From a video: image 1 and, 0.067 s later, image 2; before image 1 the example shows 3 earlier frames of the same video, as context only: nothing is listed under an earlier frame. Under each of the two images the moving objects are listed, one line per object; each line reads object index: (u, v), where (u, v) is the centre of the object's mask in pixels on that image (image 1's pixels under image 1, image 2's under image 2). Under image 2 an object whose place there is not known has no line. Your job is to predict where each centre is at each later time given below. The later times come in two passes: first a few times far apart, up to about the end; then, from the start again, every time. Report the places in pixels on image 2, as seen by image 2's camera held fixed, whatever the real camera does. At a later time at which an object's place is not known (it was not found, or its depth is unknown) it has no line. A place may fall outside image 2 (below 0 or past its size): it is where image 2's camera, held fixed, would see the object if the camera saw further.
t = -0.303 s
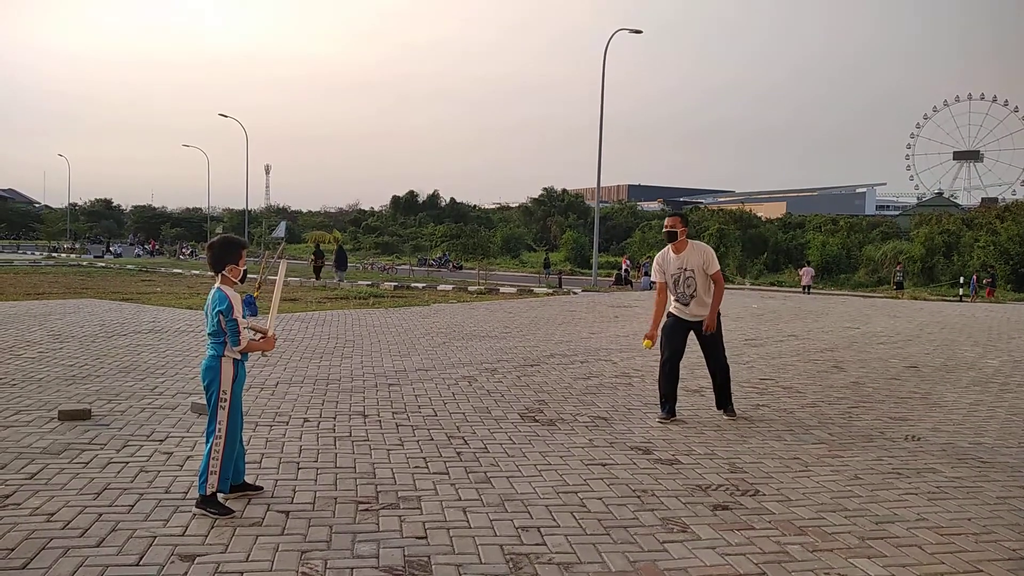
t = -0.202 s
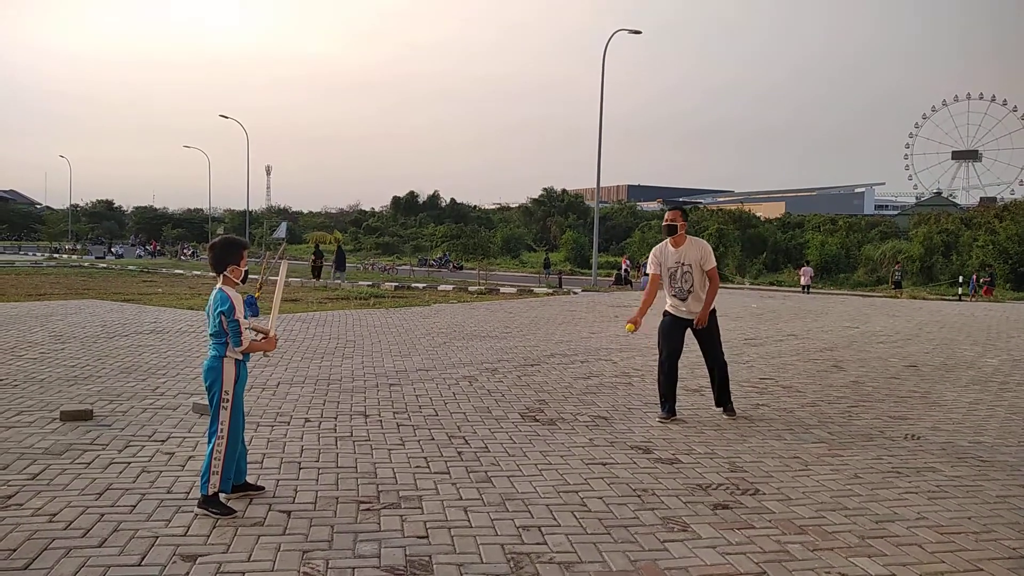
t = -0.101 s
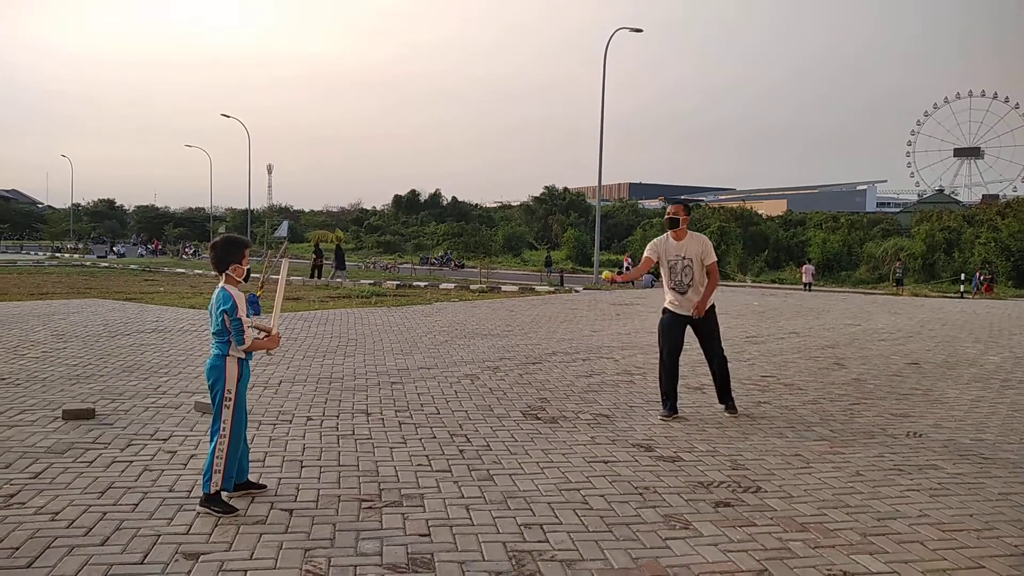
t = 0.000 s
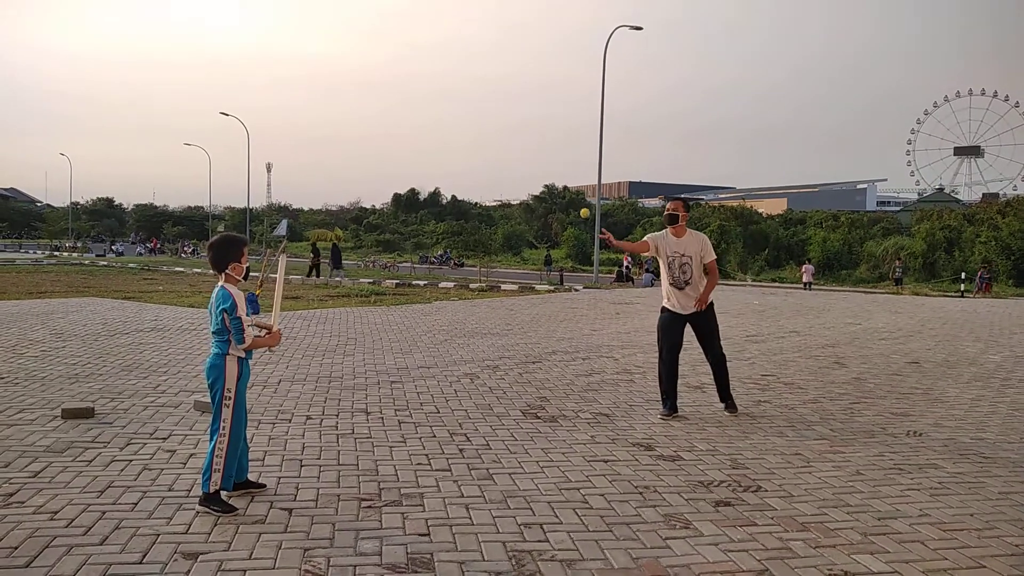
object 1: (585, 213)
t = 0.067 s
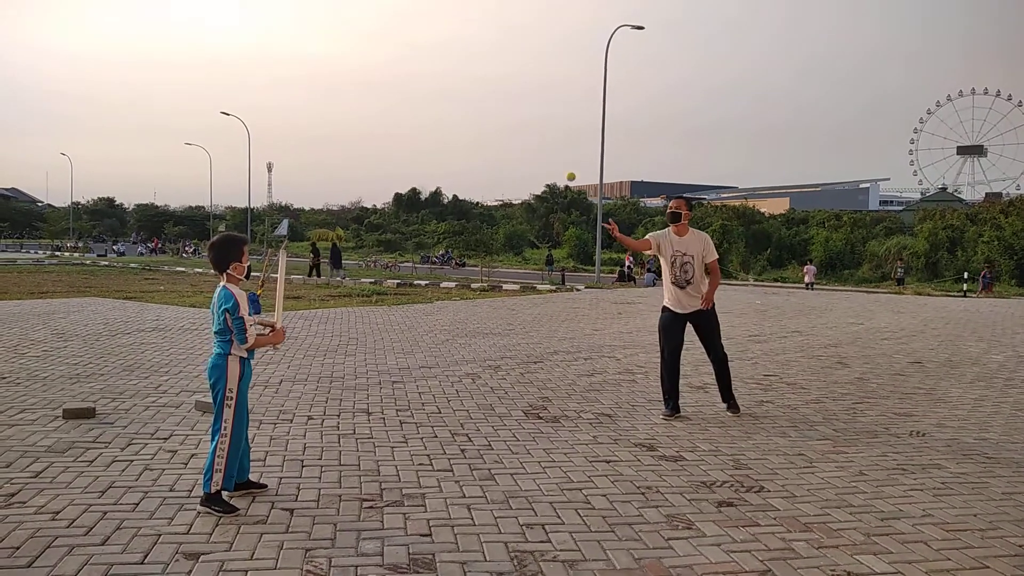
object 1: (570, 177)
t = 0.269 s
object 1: (516, 96)
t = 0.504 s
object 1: (436, 73)
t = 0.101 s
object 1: (562, 160)
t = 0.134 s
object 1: (554, 145)
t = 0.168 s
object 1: (545, 131)
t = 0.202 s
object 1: (536, 118)
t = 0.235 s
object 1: (526, 107)
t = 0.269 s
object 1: (516, 96)
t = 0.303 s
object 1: (506, 88)
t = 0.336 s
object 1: (495, 81)
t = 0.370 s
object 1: (484, 76)
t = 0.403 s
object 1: (473, 72)
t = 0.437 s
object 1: (461, 70)
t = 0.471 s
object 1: (448, 71)
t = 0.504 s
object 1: (436, 73)
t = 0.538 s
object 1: (422, 77)
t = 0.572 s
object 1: (408, 83)
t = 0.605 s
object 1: (394, 92)
